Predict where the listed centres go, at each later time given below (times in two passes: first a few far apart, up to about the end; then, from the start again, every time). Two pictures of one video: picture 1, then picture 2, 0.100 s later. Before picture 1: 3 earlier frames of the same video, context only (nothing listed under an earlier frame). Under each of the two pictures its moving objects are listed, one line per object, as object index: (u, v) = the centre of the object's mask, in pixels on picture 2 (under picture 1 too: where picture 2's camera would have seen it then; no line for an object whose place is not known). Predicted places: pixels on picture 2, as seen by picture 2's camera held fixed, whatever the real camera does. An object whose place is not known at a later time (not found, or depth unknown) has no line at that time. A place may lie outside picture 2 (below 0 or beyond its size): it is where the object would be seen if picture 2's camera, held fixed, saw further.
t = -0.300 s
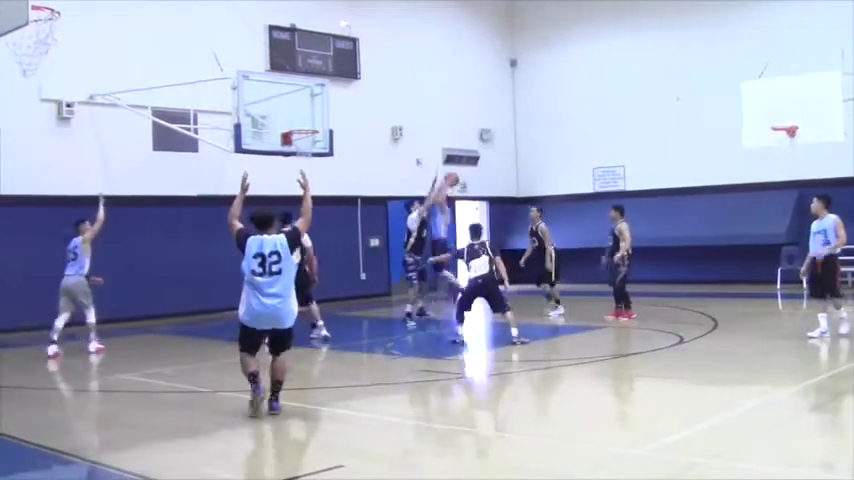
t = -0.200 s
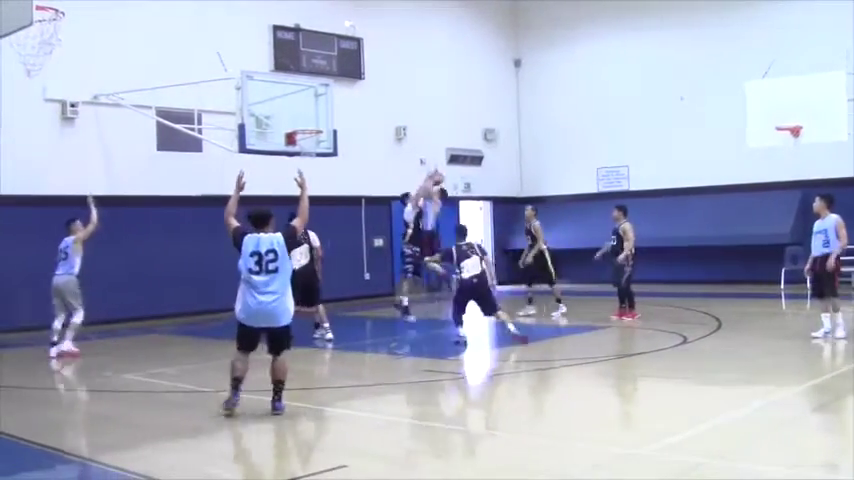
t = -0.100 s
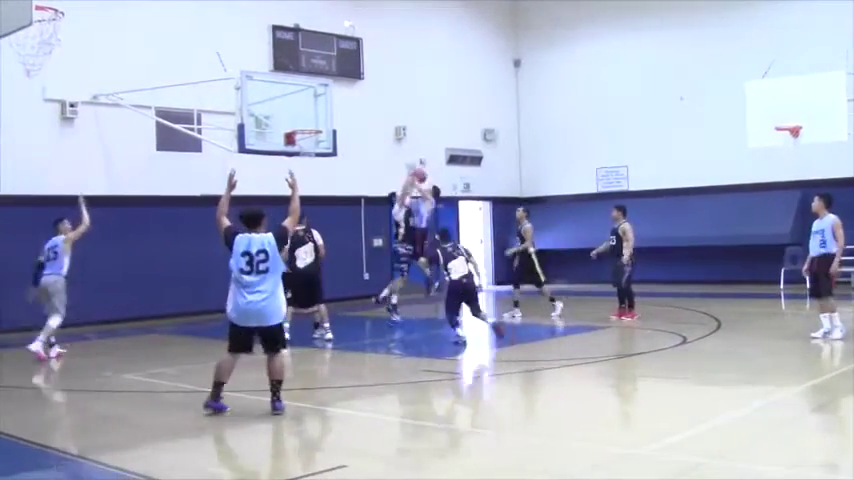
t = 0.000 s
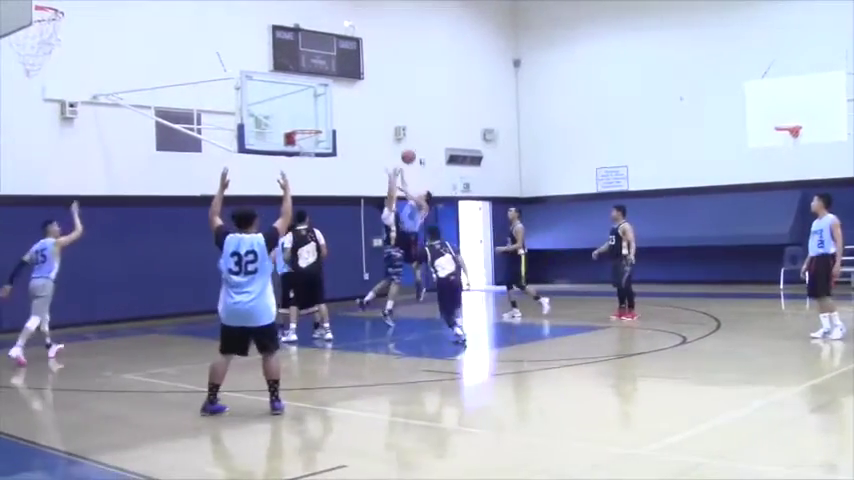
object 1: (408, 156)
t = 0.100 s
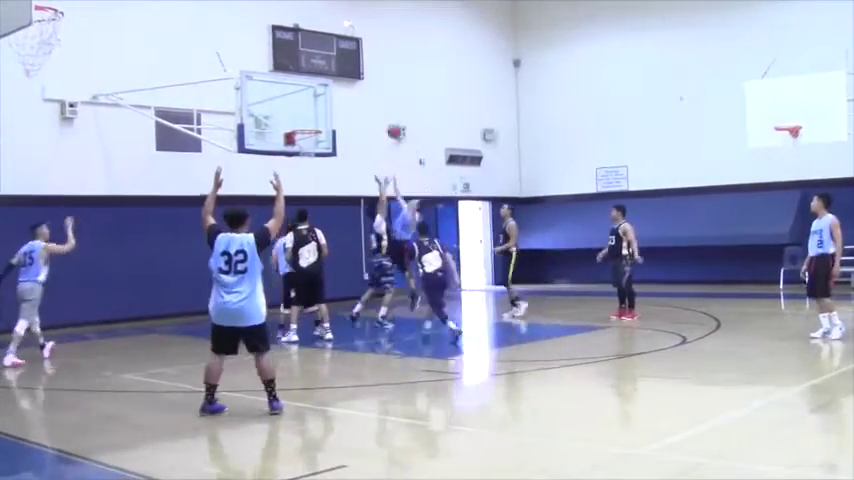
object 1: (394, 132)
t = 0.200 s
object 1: (380, 110)
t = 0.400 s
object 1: (354, 88)
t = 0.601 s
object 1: (328, 91)
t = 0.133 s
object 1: (389, 122)
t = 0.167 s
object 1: (385, 116)
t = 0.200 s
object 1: (380, 110)
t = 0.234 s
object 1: (376, 105)
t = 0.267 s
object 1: (371, 100)
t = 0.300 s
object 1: (367, 96)
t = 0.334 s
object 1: (363, 93)
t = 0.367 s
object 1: (358, 90)
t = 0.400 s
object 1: (354, 88)
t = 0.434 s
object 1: (350, 87)
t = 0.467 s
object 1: (345, 87)
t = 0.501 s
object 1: (341, 87)
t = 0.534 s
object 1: (337, 88)
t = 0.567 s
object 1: (332, 89)
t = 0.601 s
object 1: (328, 91)
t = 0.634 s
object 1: (324, 94)
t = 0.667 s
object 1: (320, 97)
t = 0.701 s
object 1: (315, 102)
